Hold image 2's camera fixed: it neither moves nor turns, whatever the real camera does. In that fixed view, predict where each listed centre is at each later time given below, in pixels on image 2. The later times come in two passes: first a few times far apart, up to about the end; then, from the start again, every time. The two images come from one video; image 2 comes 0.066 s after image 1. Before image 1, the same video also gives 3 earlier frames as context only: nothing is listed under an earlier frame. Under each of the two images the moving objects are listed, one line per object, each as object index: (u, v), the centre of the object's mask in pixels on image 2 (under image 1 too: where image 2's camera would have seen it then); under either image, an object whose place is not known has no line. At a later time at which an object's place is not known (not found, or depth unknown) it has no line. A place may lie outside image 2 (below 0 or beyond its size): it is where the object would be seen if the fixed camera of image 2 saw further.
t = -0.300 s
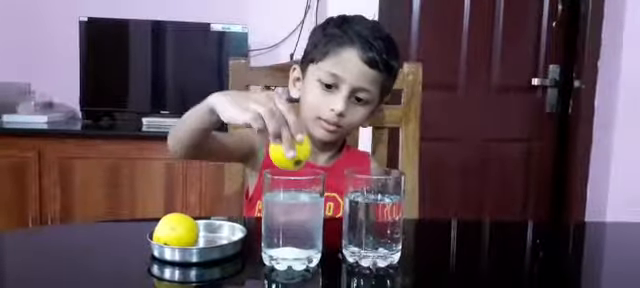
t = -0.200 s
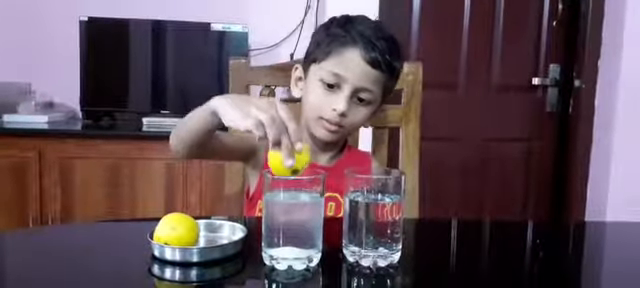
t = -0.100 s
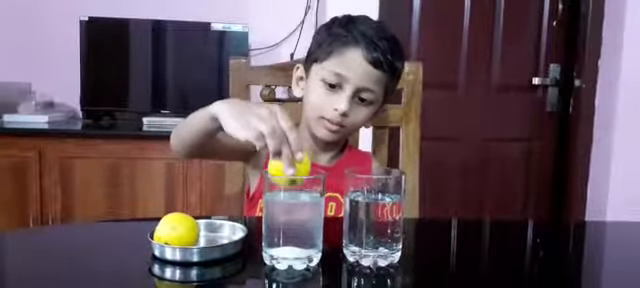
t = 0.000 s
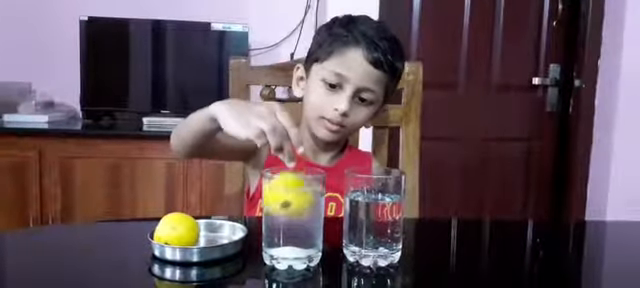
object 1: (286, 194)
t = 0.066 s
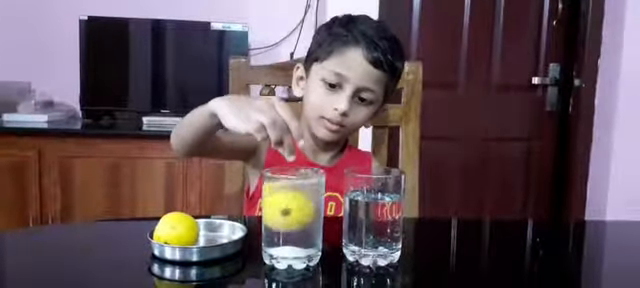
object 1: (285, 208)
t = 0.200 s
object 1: (288, 219)
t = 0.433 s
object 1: (287, 209)
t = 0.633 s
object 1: (288, 201)
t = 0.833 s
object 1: (290, 201)
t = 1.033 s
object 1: (292, 202)
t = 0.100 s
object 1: (287, 214)
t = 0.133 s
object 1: (287, 217)
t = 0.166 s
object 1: (287, 218)
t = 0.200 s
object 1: (288, 219)
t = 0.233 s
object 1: (289, 219)
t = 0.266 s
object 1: (289, 218)
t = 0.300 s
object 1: (290, 217)
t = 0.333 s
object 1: (290, 215)
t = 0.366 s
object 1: (289, 213)
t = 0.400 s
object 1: (288, 211)
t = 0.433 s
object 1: (287, 209)
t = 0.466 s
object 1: (286, 207)
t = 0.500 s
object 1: (286, 205)
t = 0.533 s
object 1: (285, 203)
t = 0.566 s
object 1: (286, 198)
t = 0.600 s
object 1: (286, 202)
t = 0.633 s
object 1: (288, 201)
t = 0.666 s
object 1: (290, 192)
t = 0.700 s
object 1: (290, 192)
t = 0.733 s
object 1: (288, 201)
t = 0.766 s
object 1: (288, 201)
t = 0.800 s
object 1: (290, 201)
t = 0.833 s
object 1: (290, 201)
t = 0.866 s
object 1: (291, 202)
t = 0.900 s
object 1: (293, 199)
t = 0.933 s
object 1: (293, 199)
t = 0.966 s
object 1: (294, 198)
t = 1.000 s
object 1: (292, 202)
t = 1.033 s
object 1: (292, 202)
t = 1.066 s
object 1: (294, 197)
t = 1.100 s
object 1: (294, 196)
